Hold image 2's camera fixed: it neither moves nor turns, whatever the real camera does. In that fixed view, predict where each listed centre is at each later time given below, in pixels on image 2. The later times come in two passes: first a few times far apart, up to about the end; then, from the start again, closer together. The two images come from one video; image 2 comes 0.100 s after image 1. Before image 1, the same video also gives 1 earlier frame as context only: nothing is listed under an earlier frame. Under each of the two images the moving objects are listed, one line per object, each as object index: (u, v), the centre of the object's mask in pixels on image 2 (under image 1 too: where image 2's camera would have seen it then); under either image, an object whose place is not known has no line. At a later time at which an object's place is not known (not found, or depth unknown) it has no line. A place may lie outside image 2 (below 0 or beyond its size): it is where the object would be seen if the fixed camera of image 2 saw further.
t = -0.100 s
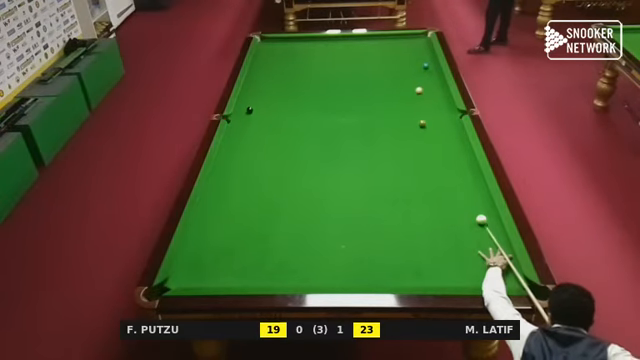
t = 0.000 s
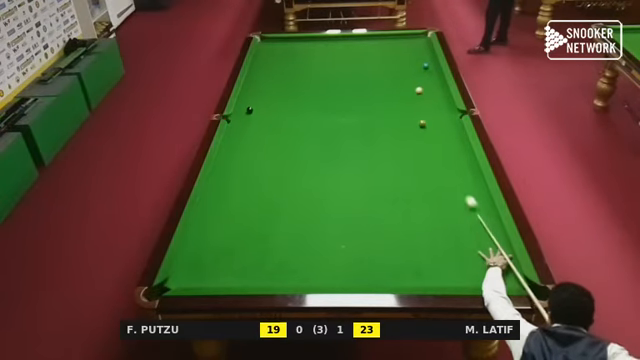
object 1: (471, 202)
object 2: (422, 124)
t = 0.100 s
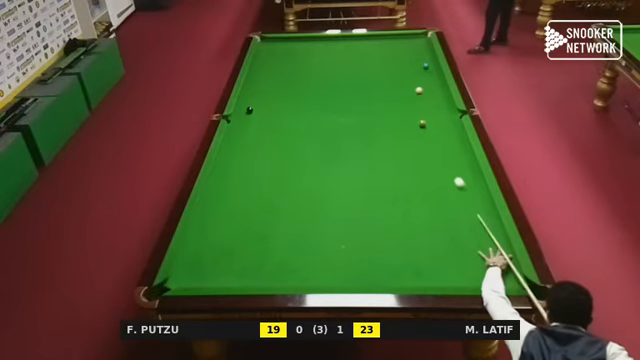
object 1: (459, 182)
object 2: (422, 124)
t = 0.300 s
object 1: (442, 154)
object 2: (422, 124)
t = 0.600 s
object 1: (427, 126)
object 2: (420, 121)
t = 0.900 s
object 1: (431, 118)
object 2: (402, 105)
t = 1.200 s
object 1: (435, 110)
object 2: (388, 92)
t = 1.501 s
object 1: (438, 104)
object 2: (376, 81)
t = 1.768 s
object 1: (441, 99)
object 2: (366, 72)
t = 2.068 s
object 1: (443, 93)
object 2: (356, 63)
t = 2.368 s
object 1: (445, 89)
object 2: (347, 55)
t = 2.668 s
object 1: (444, 86)
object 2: (340, 48)
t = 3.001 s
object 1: (442, 83)
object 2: (332, 41)
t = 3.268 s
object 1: (440, 81)
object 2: (327, 37)
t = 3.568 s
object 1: (439, 80)
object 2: (322, 41)
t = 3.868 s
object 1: (438, 79)
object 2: (317, 45)
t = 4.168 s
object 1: (437, 79)
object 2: (313, 49)
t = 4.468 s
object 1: (436, 79)
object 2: (309, 53)
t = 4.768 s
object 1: (436, 79)
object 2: (305, 56)
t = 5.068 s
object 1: (436, 79)
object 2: (302, 59)
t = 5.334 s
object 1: (437, 79)
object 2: (300, 60)
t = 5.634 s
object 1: (437, 79)
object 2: (297, 63)
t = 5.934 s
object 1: (436, 79)
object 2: (295, 65)
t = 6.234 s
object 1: (437, 79)
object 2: (293, 66)
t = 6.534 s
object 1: (436, 79)
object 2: (291, 67)
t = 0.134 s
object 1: (456, 176)
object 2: (422, 124)
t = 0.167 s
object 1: (453, 171)
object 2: (422, 124)
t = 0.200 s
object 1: (450, 167)
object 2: (422, 124)
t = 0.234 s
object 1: (447, 163)
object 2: (422, 124)
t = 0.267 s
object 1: (445, 158)
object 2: (422, 124)
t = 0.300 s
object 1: (442, 154)
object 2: (422, 124)
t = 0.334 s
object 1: (440, 151)
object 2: (422, 124)
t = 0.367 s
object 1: (438, 147)
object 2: (422, 124)
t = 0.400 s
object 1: (436, 143)
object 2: (422, 124)
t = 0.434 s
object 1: (434, 140)
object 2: (422, 124)
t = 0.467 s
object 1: (432, 136)
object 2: (422, 124)
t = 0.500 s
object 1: (430, 133)
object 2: (422, 124)
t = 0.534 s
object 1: (428, 130)
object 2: (422, 123)
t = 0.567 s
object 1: (426, 127)
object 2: (421, 123)
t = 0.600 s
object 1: (427, 126)
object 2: (420, 121)
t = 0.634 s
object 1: (428, 125)
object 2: (417, 119)
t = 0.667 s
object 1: (428, 125)
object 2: (415, 117)
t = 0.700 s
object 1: (429, 124)
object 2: (412, 115)
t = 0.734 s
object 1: (429, 123)
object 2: (411, 113)
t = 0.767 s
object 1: (430, 122)
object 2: (409, 112)
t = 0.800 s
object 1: (430, 121)
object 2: (407, 110)
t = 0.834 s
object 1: (431, 120)
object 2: (405, 108)
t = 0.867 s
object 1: (431, 119)
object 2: (404, 107)
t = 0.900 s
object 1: (431, 118)
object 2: (402, 105)
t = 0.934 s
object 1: (432, 117)
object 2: (400, 104)
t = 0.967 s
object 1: (432, 116)
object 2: (399, 102)
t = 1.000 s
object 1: (433, 115)
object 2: (397, 101)
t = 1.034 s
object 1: (433, 115)
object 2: (395, 100)
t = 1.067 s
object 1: (434, 114)
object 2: (394, 98)
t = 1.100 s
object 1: (434, 113)
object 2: (392, 96)
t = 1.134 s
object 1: (434, 112)
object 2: (391, 95)
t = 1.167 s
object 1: (435, 111)
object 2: (390, 94)
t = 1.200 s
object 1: (435, 110)
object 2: (388, 92)
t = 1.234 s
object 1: (436, 110)
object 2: (386, 91)
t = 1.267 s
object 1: (436, 109)
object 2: (385, 90)
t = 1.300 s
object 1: (436, 108)
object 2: (384, 88)
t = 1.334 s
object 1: (437, 107)
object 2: (382, 87)
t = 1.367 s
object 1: (437, 107)
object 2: (381, 86)
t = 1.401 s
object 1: (437, 106)
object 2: (379, 85)
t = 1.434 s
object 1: (438, 105)
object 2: (378, 83)
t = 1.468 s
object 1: (438, 105)
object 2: (377, 82)
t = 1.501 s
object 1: (438, 104)
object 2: (376, 81)
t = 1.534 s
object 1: (439, 103)
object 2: (374, 80)
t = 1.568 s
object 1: (439, 103)
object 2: (373, 79)
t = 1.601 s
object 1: (439, 102)
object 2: (372, 78)
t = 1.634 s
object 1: (439, 101)
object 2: (371, 76)
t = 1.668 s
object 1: (439, 101)
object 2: (369, 75)
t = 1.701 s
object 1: (440, 100)
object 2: (368, 74)
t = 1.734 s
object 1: (440, 99)
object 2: (367, 73)
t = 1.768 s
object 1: (441, 99)
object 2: (366, 72)
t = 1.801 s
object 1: (441, 98)
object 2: (365, 71)
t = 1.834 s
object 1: (441, 97)
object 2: (363, 70)
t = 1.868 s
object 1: (441, 97)
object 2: (363, 69)
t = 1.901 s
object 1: (442, 96)
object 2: (361, 68)
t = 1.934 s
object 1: (442, 96)
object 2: (360, 67)
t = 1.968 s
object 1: (442, 95)
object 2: (359, 66)
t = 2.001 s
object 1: (442, 95)
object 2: (358, 65)
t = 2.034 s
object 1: (443, 94)
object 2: (357, 64)
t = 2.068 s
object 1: (443, 93)
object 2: (356, 63)
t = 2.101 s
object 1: (443, 93)
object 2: (355, 62)
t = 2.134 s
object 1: (443, 92)
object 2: (354, 61)
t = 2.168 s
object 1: (444, 92)
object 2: (353, 61)
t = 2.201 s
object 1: (444, 91)
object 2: (352, 60)
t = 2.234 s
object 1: (444, 91)
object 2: (351, 59)
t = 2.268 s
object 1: (444, 91)
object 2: (350, 58)
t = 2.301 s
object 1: (444, 90)
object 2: (349, 57)
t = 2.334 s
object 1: (445, 89)
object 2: (348, 56)
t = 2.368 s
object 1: (445, 89)
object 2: (347, 55)
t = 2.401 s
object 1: (445, 89)
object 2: (346, 55)
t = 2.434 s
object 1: (445, 88)
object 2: (346, 54)
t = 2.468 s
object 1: (445, 88)
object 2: (345, 53)
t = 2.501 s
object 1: (445, 87)
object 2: (344, 52)
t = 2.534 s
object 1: (445, 87)
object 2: (343, 51)
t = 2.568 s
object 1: (445, 87)
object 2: (342, 51)
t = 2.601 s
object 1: (445, 86)
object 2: (341, 50)
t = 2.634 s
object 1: (445, 86)
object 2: (340, 49)
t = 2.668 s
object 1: (444, 86)
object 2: (340, 48)
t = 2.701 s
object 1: (444, 86)
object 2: (339, 47)
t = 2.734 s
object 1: (444, 85)
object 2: (338, 47)
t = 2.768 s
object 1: (443, 85)
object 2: (337, 46)
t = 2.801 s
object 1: (443, 85)
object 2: (336, 46)
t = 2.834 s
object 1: (443, 84)
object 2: (335, 45)
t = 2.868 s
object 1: (443, 84)
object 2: (335, 44)
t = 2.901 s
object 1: (442, 84)
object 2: (334, 43)
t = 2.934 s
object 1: (442, 83)
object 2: (333, 43)
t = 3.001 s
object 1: (442, 83)
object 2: (332, 41)
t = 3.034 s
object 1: (442, 83)
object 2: (331, 40)
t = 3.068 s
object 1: (441, 83)
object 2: (330, 40)
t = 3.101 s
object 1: (441, 82)
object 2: (330, 39)
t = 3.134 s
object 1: (441, 82)
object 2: (329, 38)
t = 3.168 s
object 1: (441, 82)
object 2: (328, 37)
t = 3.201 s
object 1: (441, 82)
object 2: (327, 37)
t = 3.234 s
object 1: (440, 82)
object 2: (327, 37)
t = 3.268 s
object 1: (440, 81)
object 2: (327, 37)
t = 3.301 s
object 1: (440, 81)
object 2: (326, 37)
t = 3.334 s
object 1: (440, 81)
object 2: (325, 38)
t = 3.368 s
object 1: (440, 81)
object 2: (325, 39)
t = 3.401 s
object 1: (439, 81)
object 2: (324, 39)
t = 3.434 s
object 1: (439, 81)
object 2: (324, 40)
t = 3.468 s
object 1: (439, 81)
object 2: (323, 40)
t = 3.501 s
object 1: (439, 80)
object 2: (322, 40)
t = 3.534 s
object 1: (439, 80)
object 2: (322, 41)
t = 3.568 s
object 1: (439, 80)
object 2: (322, 41)
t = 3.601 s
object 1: (439, 80)
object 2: (321, 42)
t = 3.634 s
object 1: (439, 80)
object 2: (321, 42)
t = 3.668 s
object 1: (439, 80)
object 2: (321, 43)
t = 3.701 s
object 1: (439, 80)
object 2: (320, 43)
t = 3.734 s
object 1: (438, 80)
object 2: (319, 43)
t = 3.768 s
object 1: (438, 79)
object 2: (319, 43)
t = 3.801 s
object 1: (438, 79)
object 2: (318, 44)
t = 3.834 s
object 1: (438, 79)
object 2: (317, 45)
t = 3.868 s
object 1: (438, 79)
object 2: (317, 45)
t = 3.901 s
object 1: (438, 79)
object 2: (317, 46)
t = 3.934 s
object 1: (437, 79)
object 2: (316, 46)
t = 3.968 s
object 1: (437, 79)
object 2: (316, 47)
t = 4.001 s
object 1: (437, 79)
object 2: (315, 47)
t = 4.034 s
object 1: (437, 79)
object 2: (315, 48)
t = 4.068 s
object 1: (437, 79)
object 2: (314, 48)
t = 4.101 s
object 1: (437, 79)
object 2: (314, 48)
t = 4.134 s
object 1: (437, 79)
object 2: (313, 49)
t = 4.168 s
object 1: (437, 79)
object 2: (313, 49)
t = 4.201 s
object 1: (437, 79)
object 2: (312, 50)
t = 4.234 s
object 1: (437, 79)
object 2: (312, 50)
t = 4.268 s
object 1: (437, 79)
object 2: (311, 50)
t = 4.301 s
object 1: (437, 79)
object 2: (311, 50)
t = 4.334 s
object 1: (437, 79)
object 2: (311, 51)
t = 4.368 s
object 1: (437, 79)
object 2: (310, 52)
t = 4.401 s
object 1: (436, 79)
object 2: (309, 52)
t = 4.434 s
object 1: (436, 79)
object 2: (309, 52)
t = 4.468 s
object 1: (436, 79)
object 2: (309, 53)
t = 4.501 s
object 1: (437, 79)
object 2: (308, 53)
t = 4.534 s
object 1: (436, 79)
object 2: (308, 53)
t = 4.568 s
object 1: (436, 79)
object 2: (308, 54)
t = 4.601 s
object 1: (437, 79)
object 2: (307, 54)
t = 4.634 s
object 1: (436, 79)
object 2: (307, 55)
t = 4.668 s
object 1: (436, 79)
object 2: (307, 55)
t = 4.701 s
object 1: (436, 79)
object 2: (306, 56)
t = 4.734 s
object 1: (436, 79)
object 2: (306, 56)
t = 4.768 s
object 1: (436, 79)
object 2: (305, 56)
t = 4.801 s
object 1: (436, 79)
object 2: (305, 56)
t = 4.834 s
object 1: (436, 79)
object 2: (305, 56)
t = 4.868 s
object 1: (436, 79)
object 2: (304, 57)
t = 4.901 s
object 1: (436, 79)
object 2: (304, 57)
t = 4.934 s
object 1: (436, 79)
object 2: (303, 57)
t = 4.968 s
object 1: (436, 79)
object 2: (303, 58)
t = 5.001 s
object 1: (436, 79)
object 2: (303, 58)
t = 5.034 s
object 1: (436, 79)
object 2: (303, 58)
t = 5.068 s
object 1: (436, 79)
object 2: (302, 59)
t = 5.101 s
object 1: (436, 79)
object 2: (302, 59)
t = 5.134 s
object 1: (437, 79)
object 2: (301, 59)
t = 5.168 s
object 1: (437, 79)
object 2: (301, 59)
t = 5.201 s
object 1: (437, 79)
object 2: (301, 60)
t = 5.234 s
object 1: (437, 79)
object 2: (301, 60)
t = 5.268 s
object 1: (437, 79)
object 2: (300, 60)
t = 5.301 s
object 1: (436, 79)
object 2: (300, 60)
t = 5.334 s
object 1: (437, 79)
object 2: (300, 60)
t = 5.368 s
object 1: (437, 79)
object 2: (299, 61)
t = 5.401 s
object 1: (437, 79)
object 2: (299, 61)
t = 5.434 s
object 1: (437, 79)
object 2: (299, 62)
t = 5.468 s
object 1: (437, 79)
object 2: (298, 62)
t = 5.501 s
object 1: (437, 79)
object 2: (298, 62)
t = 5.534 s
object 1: (436, 79)
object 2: (298, 62)
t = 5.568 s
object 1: (437, 79)
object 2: (297, 62)
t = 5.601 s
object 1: (437, 79)
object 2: (298, 62)
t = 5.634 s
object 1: (437, 79)
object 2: (297, 63)
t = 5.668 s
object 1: (436, 79)
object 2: (297, 63)
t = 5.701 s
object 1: (436, 79)
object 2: (297, 63)
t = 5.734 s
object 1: (436, 79)
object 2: (296, 63)
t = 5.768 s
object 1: (436, 79)
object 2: (296, 64)
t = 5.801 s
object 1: (436, 79)
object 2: (296, 64)
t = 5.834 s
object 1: (436, 79)
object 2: (295, 64)
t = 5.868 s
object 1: (436, 79)
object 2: (295, 64)
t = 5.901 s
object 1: (436, 79)
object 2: (295, 64)
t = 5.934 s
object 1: (436, 79)
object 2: (295, 65)
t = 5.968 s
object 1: (436, 79)
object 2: (294, 65)
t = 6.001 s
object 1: (436, 79)
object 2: (294, 65)
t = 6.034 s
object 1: (436, 79)
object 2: (294, 65)
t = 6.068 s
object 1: (436, 79)
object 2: (293, 66)
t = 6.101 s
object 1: (436, 79)
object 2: (293, 66)
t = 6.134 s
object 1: (436, 79)
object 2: (293, 66)
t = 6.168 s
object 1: (436, 79)
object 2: (293, 66)
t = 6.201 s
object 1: (436, 79)
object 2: (293, 66)
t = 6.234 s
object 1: (437, 79)
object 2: (293, 66)
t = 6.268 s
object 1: (436, 79)
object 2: (293, 66)
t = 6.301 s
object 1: (436, 79)
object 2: (292, 66)
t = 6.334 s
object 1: (436, 79)
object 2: (292, 67)
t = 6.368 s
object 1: (436, 79)
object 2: (292, 67)
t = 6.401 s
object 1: (436, 79)
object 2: (292, 67)
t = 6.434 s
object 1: (436, 79)
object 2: (292, 67)
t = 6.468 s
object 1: (436, 79)
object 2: (292, 67)
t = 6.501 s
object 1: (436, 79)
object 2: (291, 67)
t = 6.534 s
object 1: (436, 79)
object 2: (291, 67)
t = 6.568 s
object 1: (436, 79)
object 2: (291, 67)
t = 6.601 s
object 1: (436, 79)
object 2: (291, 67)
